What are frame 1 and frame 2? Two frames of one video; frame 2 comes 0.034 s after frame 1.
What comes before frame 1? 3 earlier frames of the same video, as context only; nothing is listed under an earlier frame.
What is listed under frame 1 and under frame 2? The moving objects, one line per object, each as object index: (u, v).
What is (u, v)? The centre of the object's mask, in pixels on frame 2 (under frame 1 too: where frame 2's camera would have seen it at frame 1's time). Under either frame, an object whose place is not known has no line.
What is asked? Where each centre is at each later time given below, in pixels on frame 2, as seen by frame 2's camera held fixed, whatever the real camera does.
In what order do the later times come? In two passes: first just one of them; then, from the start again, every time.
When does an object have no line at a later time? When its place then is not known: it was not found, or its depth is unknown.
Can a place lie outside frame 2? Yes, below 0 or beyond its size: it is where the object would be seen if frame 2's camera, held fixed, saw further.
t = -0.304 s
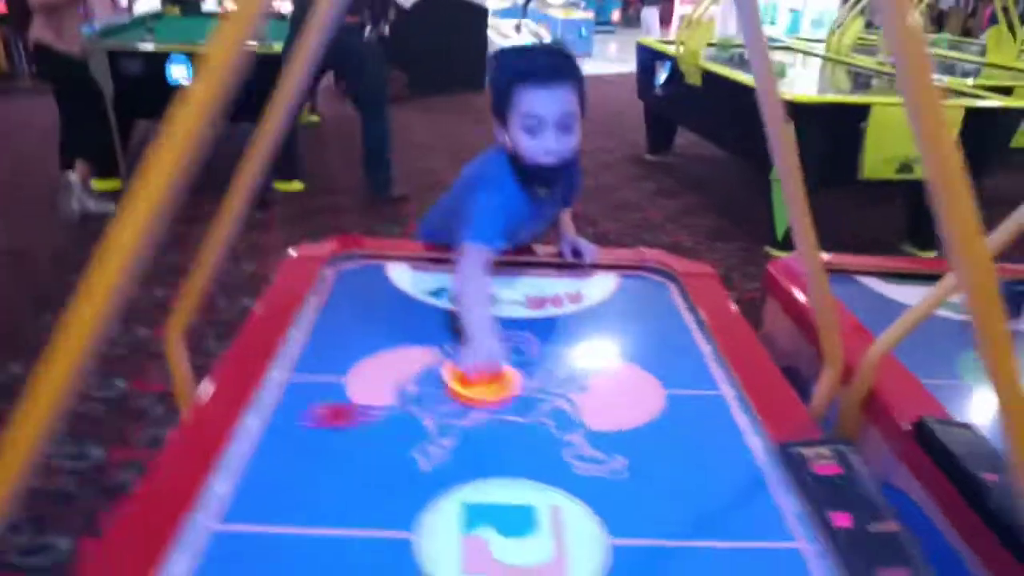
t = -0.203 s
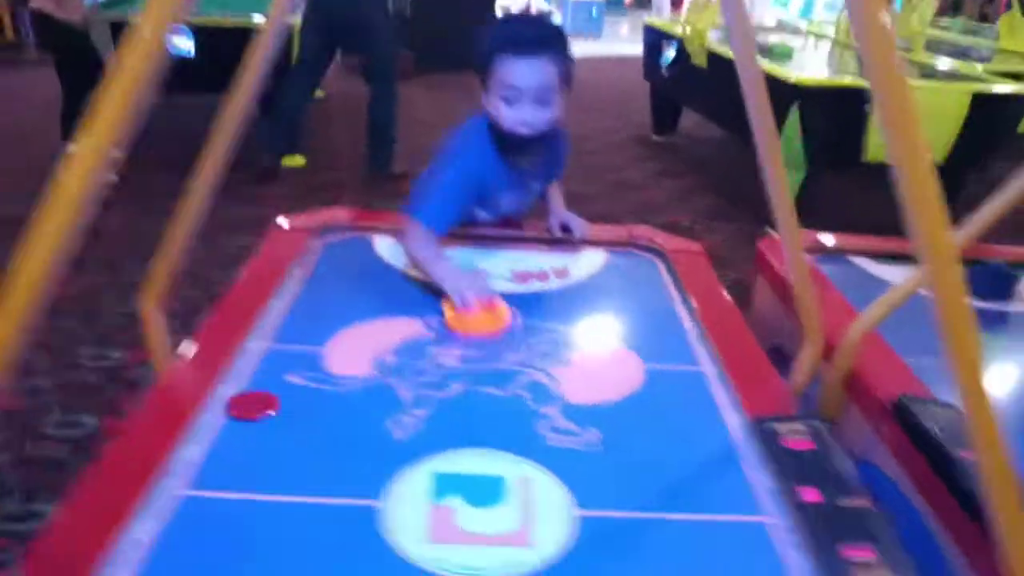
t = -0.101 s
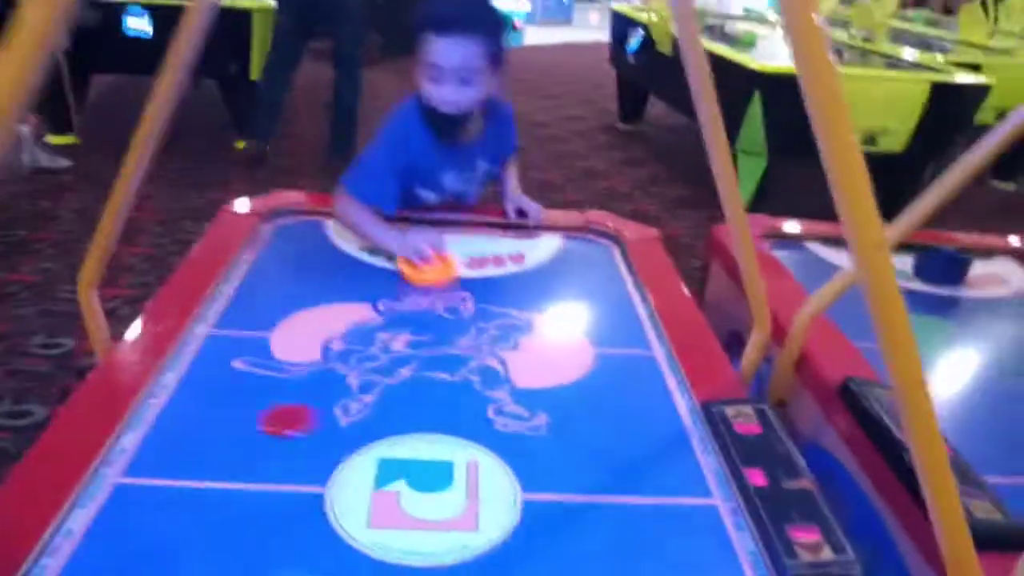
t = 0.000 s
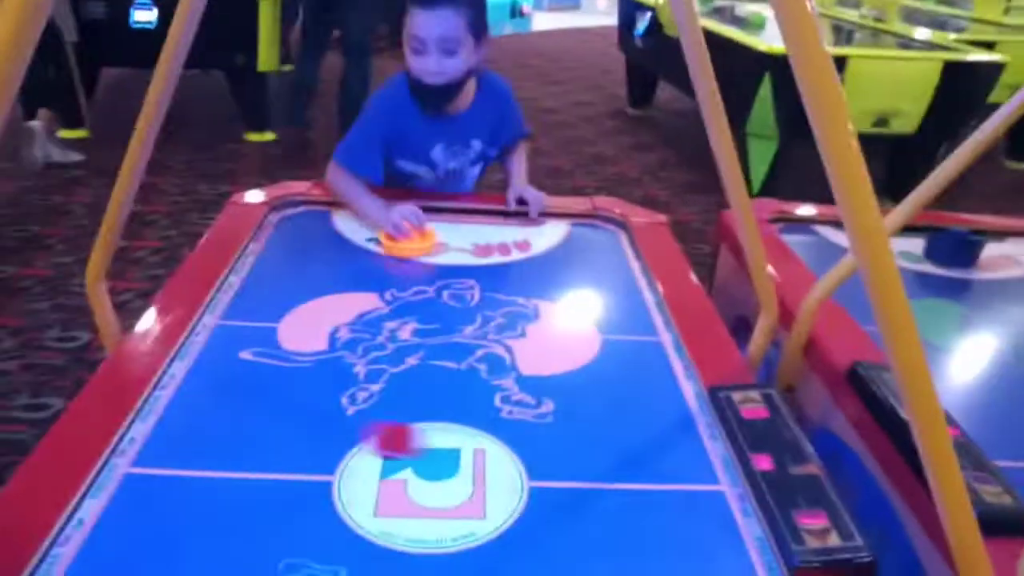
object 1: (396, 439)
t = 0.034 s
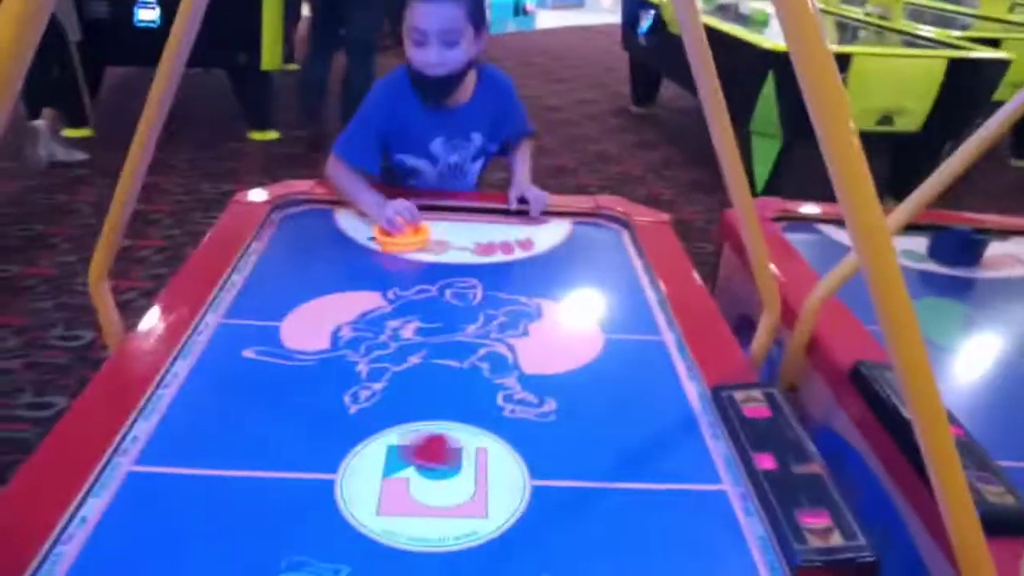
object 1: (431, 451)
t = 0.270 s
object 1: (712, 538)
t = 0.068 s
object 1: (465, 460)
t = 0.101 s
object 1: (509, 473)
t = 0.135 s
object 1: (545, 484)
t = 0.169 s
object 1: (583, 498)
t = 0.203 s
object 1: (625, 511)
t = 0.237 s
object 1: (667, 525)
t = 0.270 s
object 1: (712, 538)
